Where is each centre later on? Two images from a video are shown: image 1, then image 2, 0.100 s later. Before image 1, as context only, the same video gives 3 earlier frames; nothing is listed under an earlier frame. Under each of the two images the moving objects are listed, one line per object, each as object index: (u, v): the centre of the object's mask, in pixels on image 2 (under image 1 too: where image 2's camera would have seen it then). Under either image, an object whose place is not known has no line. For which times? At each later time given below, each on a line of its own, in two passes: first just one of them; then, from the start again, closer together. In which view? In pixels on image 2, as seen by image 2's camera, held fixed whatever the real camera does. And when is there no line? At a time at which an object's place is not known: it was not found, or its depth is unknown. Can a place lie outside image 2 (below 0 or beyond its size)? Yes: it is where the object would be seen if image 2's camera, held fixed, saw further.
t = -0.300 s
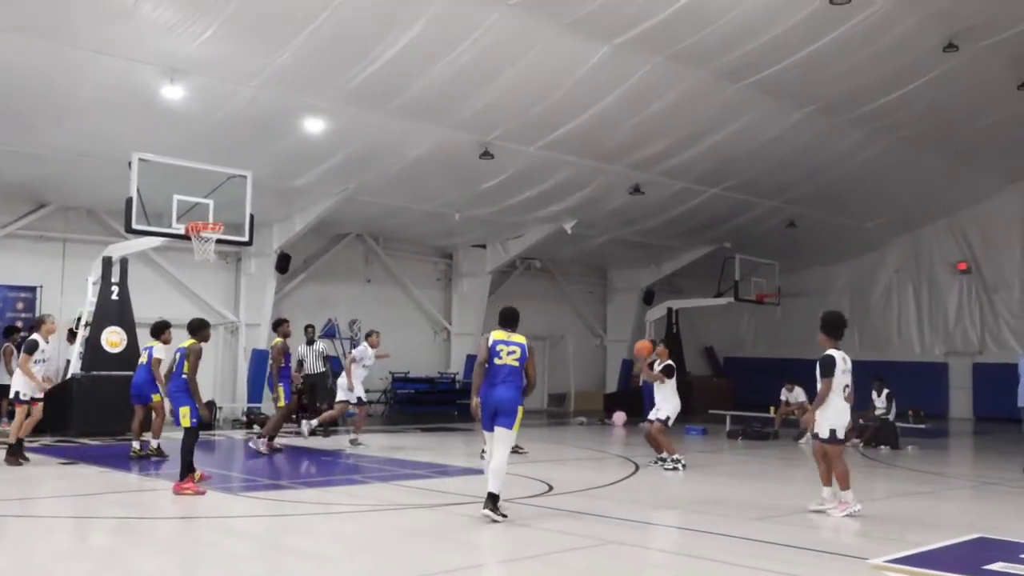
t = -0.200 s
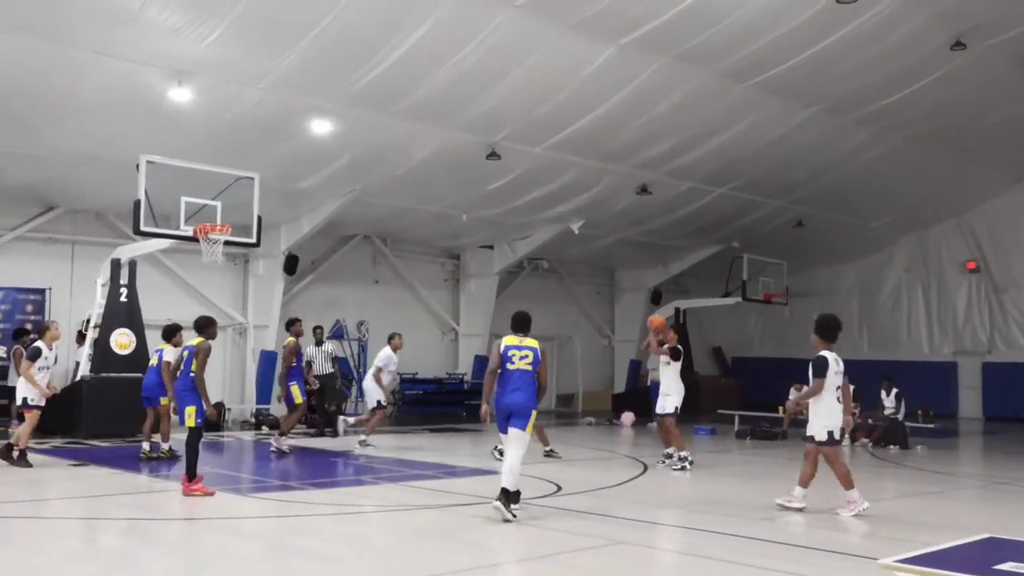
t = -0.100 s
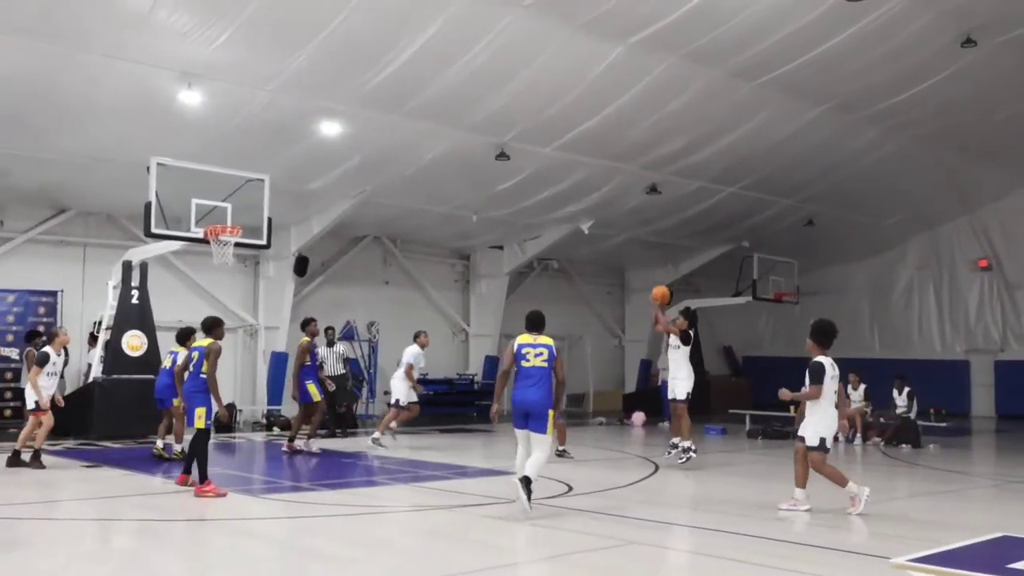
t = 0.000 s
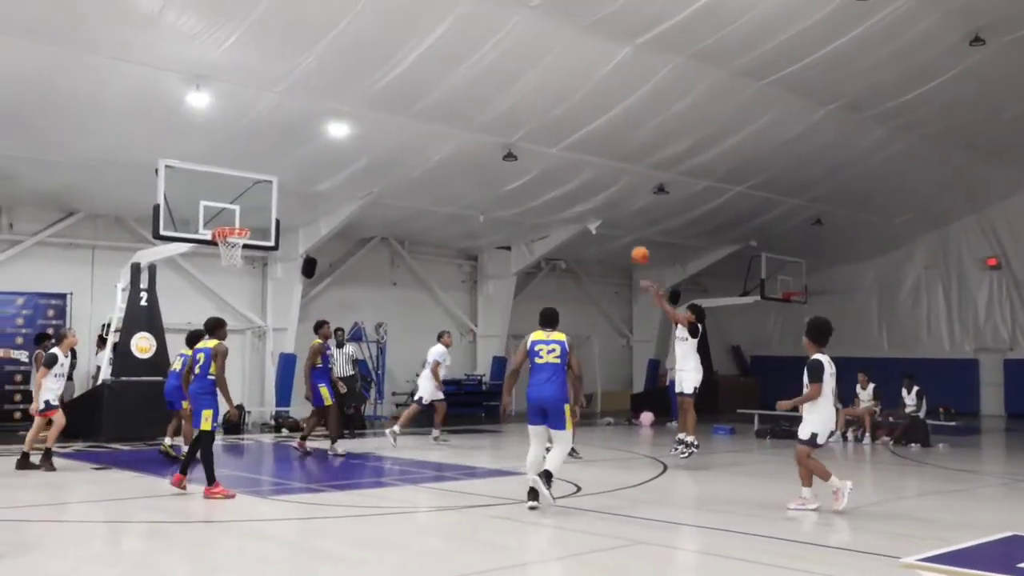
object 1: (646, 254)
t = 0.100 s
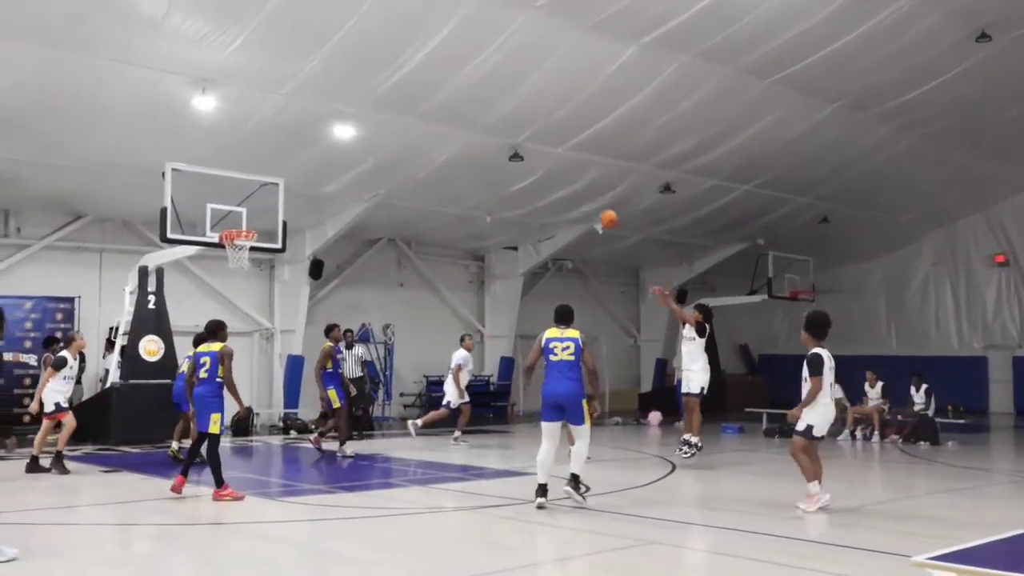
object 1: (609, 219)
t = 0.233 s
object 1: (557, 182)
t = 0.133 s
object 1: (596, 208)
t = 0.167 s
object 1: (582, 199)
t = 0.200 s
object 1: (570, 190)
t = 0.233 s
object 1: (557, 182)
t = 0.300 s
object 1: (534, 169)
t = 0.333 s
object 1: (522, 164)
